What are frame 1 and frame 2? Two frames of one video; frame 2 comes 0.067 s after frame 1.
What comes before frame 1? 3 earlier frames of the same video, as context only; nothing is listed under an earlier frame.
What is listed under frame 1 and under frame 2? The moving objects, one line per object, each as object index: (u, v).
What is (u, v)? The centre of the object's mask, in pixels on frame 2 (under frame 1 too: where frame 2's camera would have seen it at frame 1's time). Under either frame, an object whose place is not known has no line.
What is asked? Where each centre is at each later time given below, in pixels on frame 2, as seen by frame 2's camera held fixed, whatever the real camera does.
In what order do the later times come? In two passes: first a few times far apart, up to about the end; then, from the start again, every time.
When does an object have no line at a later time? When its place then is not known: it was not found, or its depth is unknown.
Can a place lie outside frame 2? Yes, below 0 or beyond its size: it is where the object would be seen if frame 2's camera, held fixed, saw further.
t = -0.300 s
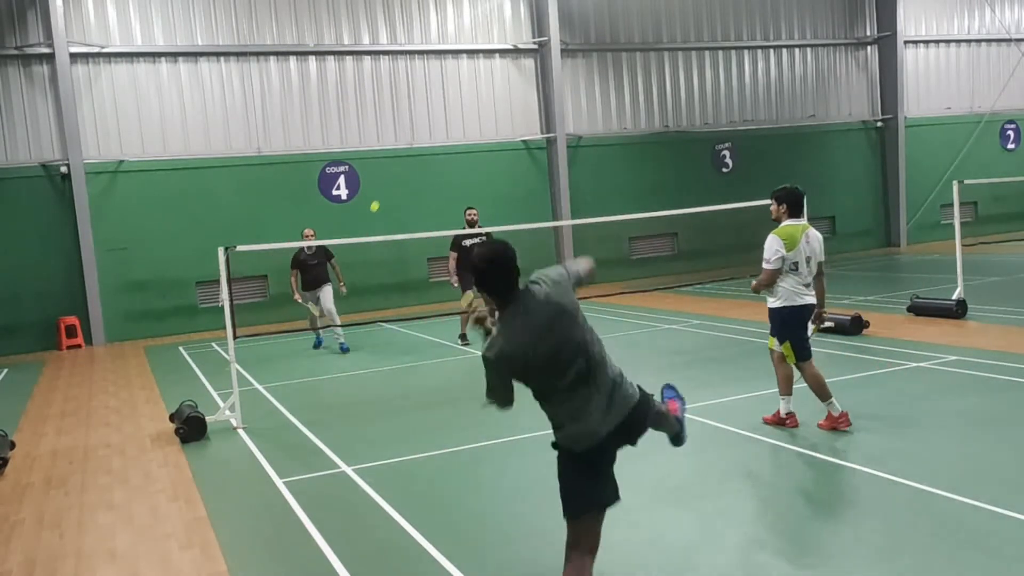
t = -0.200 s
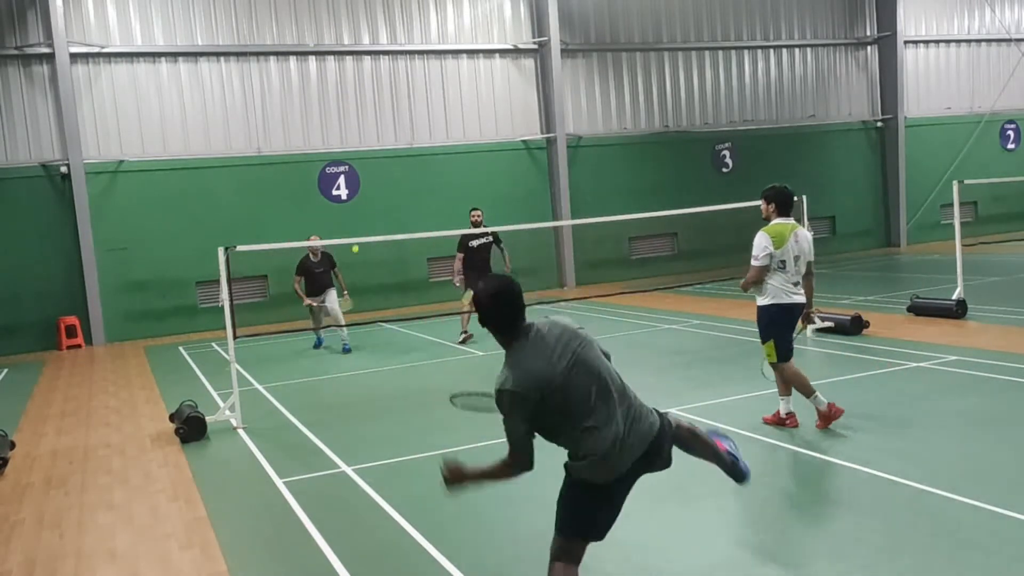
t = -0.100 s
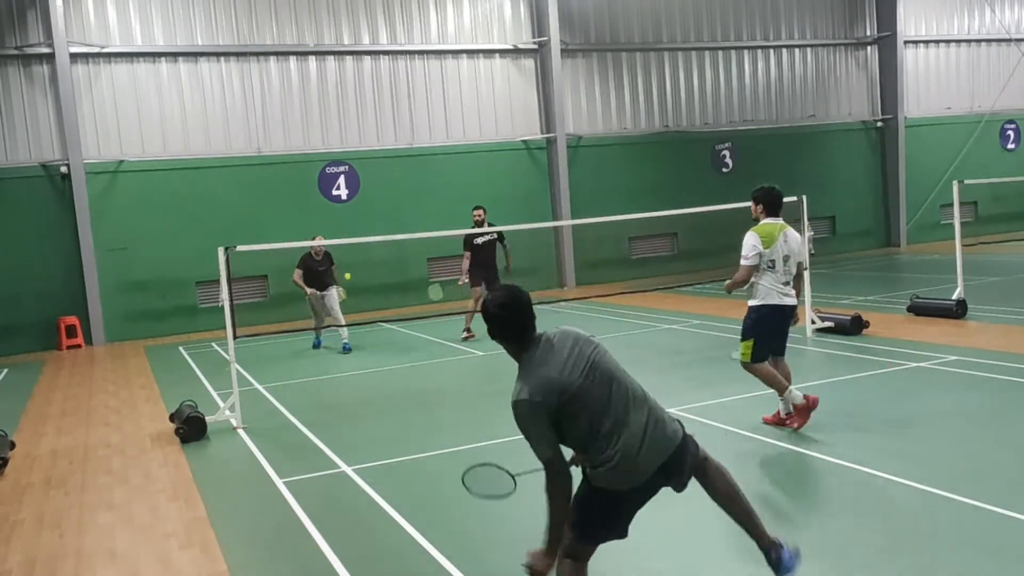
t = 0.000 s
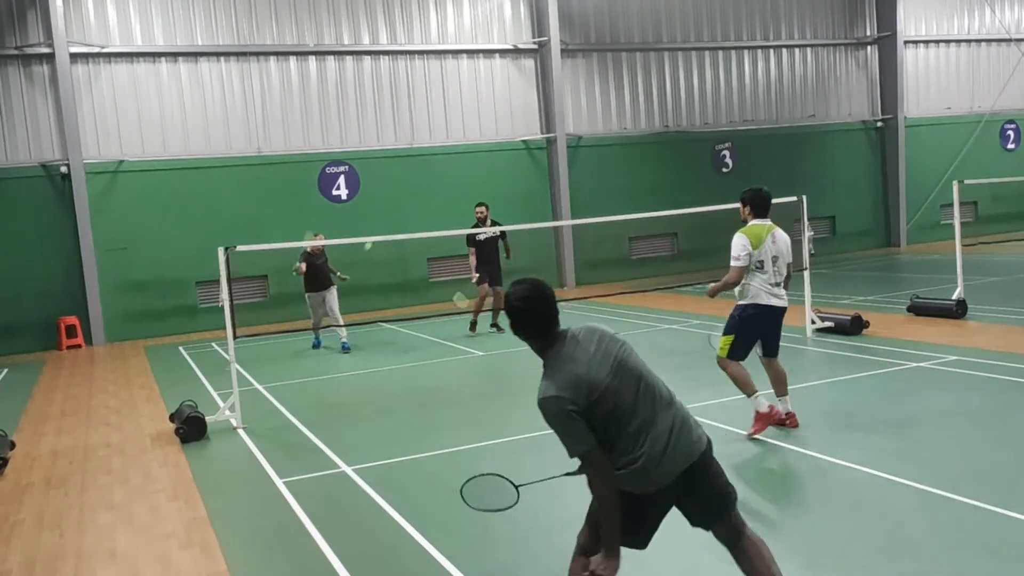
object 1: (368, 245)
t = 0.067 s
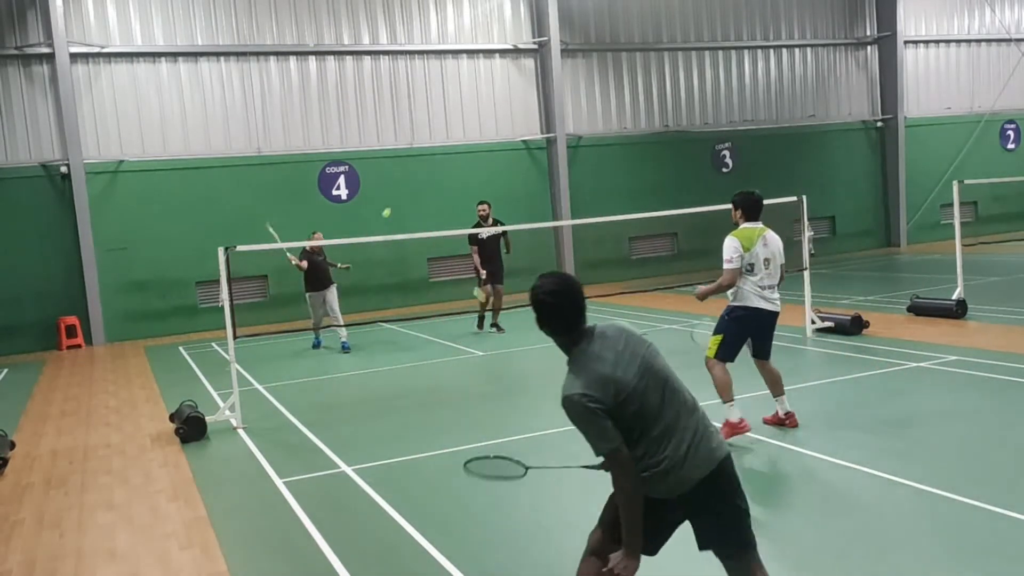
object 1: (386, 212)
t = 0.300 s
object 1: (459, 136)
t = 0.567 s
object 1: (554, 136)
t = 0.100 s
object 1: (397, 197)
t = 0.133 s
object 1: (407, 184)
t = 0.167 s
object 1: (419, 172)
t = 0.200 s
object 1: (428, 162)
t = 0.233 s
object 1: (438, 152)
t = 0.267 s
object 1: (448, 145)
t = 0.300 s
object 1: (459, 136)
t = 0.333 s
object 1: (471, 132)
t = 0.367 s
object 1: (482, 127)
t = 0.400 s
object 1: (493, 124)
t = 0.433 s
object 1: (505, 124)
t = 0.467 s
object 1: (517, 125)
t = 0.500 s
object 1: (529, 127)
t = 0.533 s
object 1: (542, 130)
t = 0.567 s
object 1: (554, 136)
